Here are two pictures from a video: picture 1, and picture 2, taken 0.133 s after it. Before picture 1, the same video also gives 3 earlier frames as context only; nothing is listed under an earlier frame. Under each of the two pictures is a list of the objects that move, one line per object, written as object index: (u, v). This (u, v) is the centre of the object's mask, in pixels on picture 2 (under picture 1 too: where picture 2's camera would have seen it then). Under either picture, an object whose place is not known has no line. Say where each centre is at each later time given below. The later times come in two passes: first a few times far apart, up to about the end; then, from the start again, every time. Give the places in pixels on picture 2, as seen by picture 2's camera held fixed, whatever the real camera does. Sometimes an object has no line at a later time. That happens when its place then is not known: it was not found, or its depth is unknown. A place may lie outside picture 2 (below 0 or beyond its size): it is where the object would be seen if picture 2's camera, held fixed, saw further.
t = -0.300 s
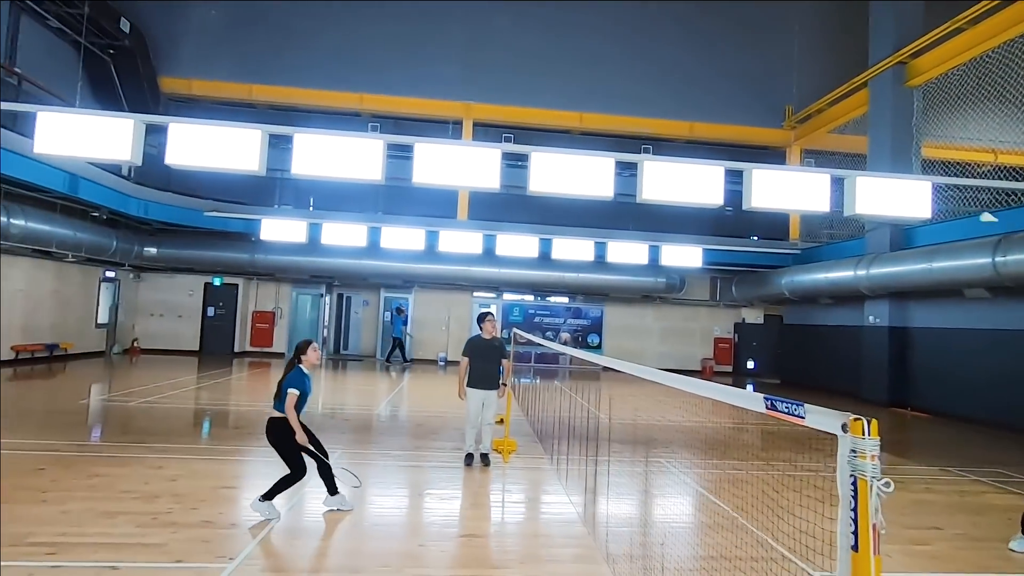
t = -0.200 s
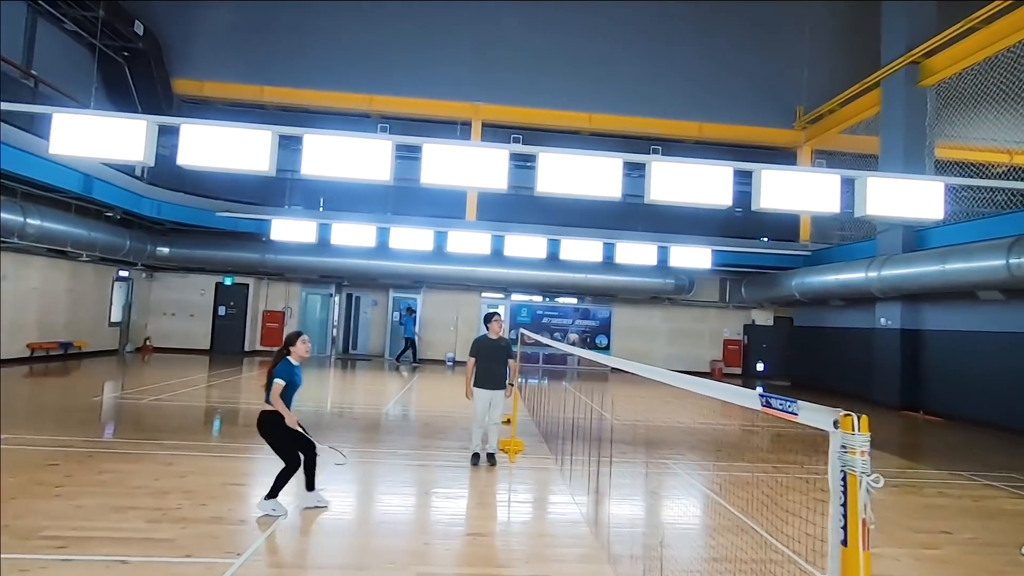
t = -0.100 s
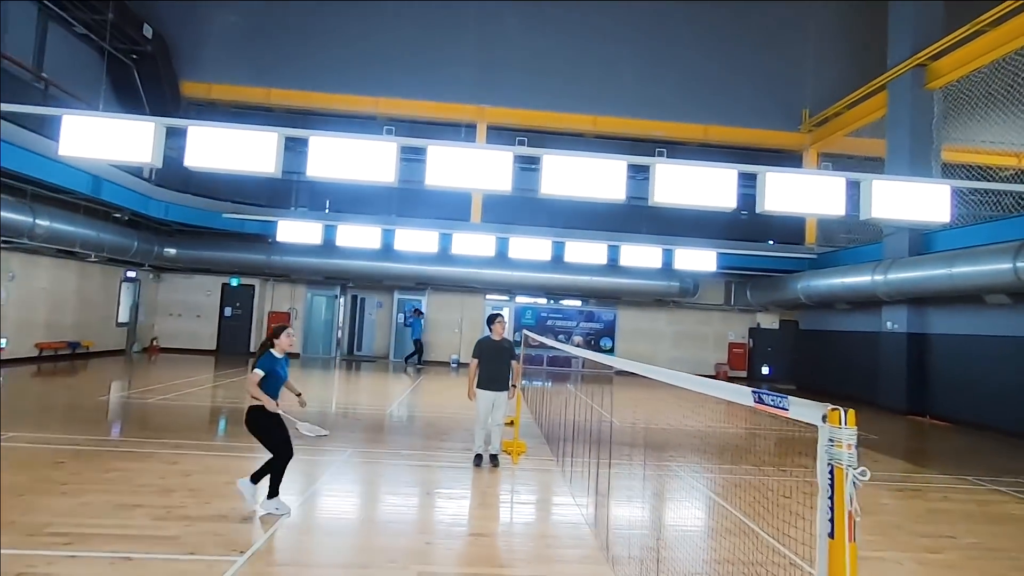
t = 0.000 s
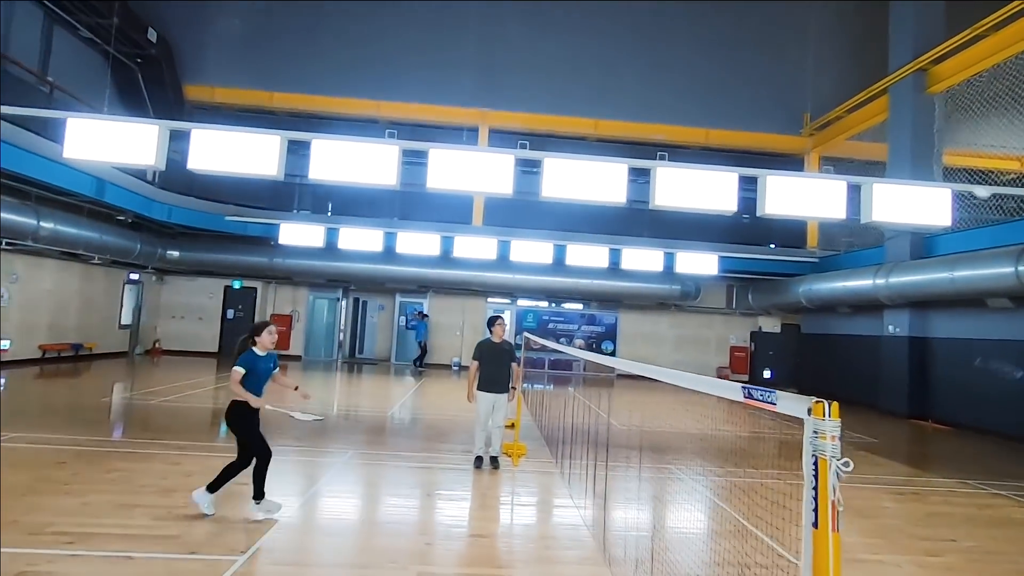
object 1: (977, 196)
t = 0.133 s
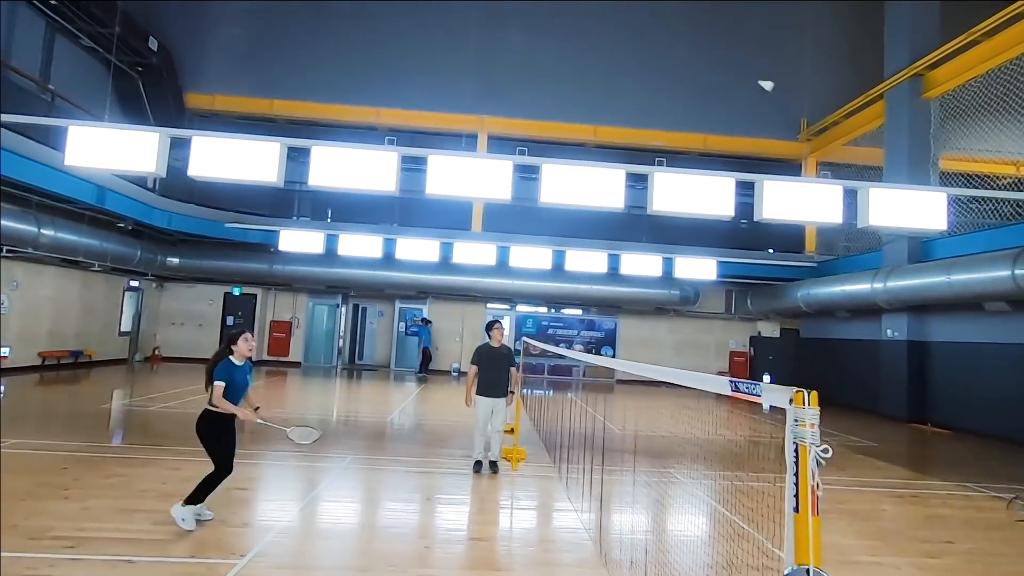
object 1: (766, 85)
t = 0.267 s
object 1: (628, 32)
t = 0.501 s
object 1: (464, 14)
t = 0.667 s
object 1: (379, 39)
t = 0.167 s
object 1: (727, 68)
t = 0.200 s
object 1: (691, 53)
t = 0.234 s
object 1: (658, 42)
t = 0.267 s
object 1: (628, 32)
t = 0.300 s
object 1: (599, 24)
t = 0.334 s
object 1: (573, 19)
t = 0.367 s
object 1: (548, 15)
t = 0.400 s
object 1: (525, 13)
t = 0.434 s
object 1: (504, 12)
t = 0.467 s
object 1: (483, 12)
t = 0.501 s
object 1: (464, 14)
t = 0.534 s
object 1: (445, 17)
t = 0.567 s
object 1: (427, 20)
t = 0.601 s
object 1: (411, 26)
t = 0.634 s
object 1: (394, 32)
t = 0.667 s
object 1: (379, 39)
